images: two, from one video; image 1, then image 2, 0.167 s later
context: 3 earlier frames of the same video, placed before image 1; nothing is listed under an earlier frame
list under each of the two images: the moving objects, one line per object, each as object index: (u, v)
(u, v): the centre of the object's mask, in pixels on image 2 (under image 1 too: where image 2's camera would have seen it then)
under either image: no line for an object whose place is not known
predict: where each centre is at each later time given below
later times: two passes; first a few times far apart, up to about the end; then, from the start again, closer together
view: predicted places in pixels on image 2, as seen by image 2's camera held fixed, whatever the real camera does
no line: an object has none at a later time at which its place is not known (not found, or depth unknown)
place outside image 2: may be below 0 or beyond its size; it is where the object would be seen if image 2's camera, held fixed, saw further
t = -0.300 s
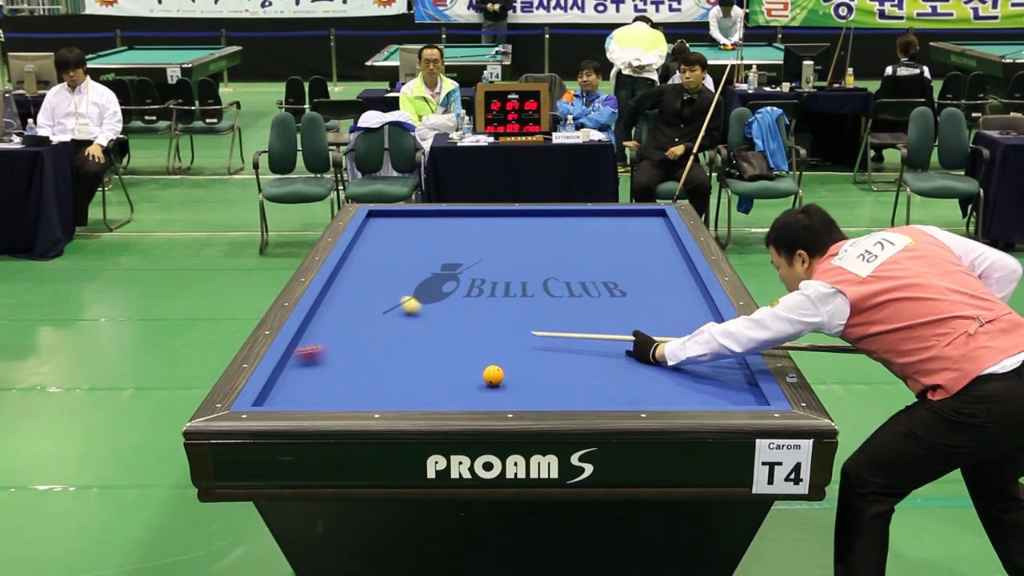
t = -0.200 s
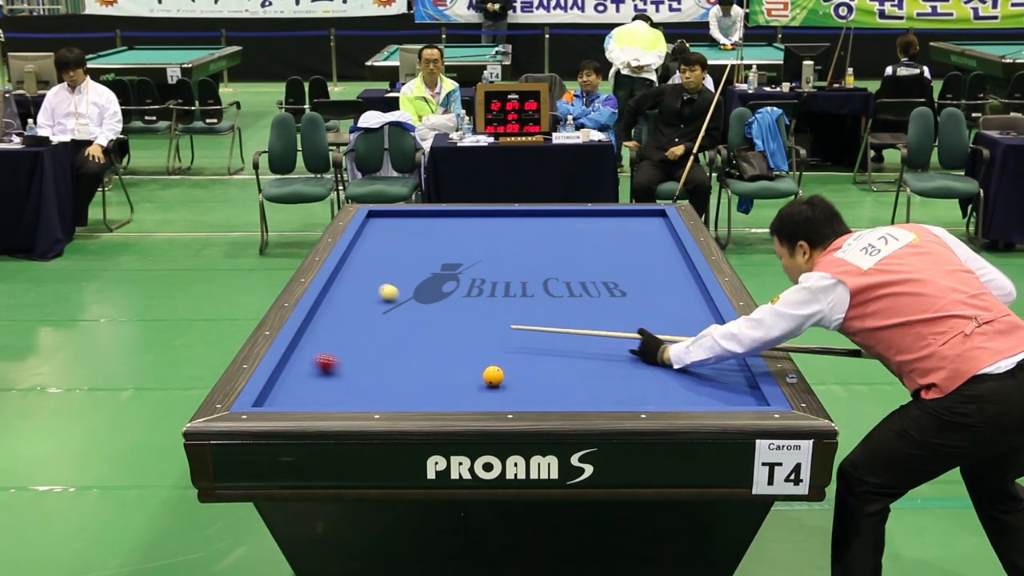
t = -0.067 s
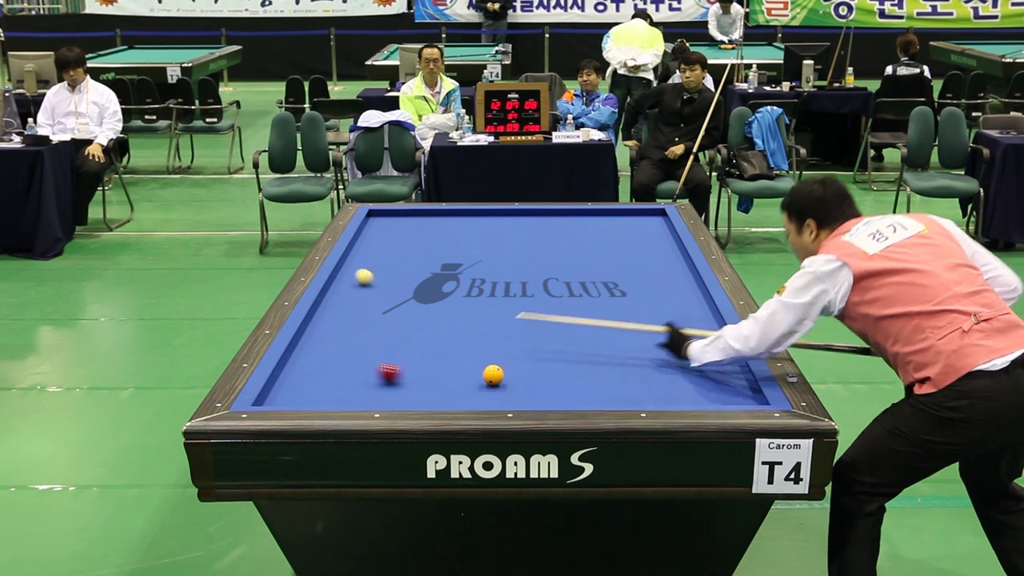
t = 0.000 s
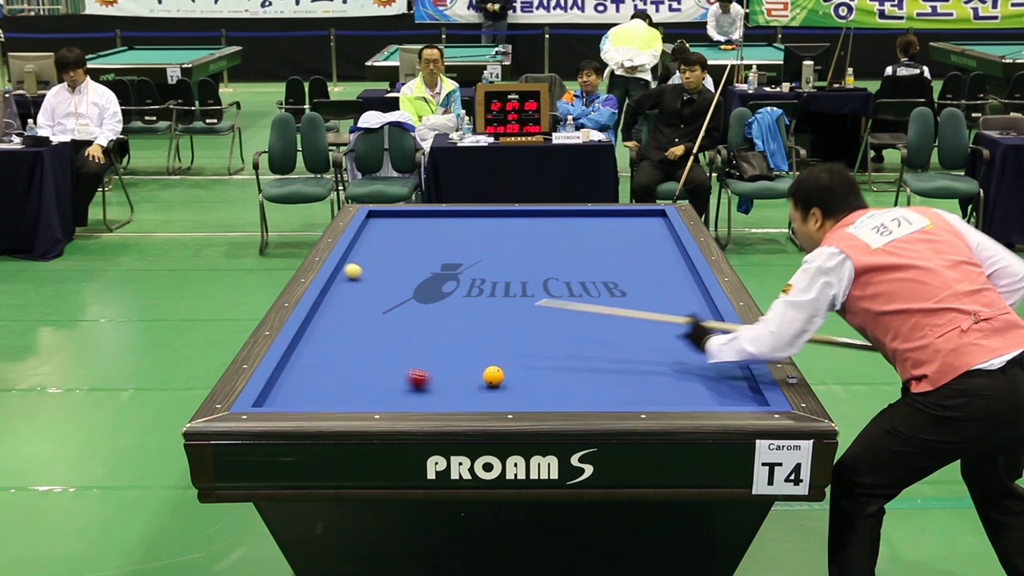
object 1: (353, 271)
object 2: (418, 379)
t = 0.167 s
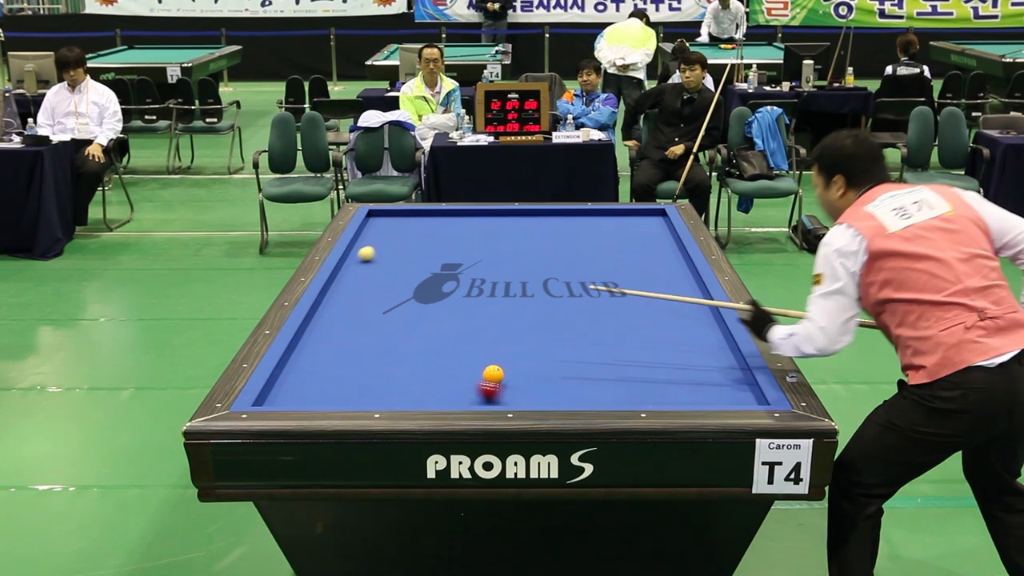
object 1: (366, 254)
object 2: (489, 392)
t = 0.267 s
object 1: (383, 245)
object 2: (533, 397)
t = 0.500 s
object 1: (416, 225)
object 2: (630, 395)
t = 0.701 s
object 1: (441, 212)
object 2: (706, 387)
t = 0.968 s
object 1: (488, 226)
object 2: (700, 373)
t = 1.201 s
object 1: (530, 236)
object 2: (647, 359)
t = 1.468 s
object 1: (581, 249)
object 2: (593, 346)
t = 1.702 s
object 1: (629, 260)
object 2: (549, 334)
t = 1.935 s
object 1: (680, 272)
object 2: (508, 324)
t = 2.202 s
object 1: (668, 287)
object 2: (465, 313)
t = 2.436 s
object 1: (644, 301)
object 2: (429, 304)
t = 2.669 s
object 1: (619, 316)
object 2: (397, 296)
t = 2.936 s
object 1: (588, 335)
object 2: (362, 287)
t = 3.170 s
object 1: (559, 352)
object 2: (336, 280)
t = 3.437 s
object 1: (523, 374)
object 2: (359, 275)
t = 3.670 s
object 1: (489, 394)
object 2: (376, 271)
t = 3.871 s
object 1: (457, 398)
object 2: (391, 267)
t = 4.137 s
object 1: (416, 386)
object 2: (408, 263)
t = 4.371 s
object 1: (383, 375)
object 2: (423, 259)
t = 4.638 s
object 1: (348, 363)
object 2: (440, 255)
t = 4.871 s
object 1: (320, 353)
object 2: (453, 252)
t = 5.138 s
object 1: (305, 343)
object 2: (467, 249)
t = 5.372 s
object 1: (328, 336)
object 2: (479, 246)
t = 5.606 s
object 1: (349, 328)
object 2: (490, 243)
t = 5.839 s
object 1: (369, 322)
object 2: (500, 241)
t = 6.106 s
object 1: (390, 314)
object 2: (511, 238)
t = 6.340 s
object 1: (408, 308)
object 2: (520, 236)
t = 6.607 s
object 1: (426, 302)
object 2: (530, 234)
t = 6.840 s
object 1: (442, 296)
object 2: (538, 232)
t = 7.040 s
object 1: (454, 292)
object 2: (544, 230)
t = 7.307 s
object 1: (470, 287)
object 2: (553, 228)
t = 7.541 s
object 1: (483, 282)
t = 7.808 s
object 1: (497, 278)
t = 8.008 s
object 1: (507, 275)
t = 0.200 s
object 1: (372, 251)
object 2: (504, 393)
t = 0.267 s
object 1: (383, 245)
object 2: (533, 397)
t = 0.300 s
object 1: (388, 242)
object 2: (548, 399)
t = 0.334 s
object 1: (392, 238)
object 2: (563, 400)
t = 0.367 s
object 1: (397, 236)
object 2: (578, 399)
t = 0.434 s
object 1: (406, 230)
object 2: (604, 397)
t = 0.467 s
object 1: (411, 228)
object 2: (617, 396)
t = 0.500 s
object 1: (416, 225)
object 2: (630, 395)
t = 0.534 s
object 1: (420, 222)
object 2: (643, 394)
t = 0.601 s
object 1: (428, 217)
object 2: (668, 391)
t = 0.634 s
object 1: (432, 215)
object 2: (681, 390)
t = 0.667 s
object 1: (436, 212)
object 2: (694, 389)
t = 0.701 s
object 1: (441, 212)
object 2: (706, 387)
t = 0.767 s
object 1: (452, 216)
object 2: (730, 384)
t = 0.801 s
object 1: (458, 218)
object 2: (743, 382)
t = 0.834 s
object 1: (464, 220)
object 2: (742, 381)
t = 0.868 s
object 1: (470, 222)
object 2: (730, 379)
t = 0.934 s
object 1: (482, 225)
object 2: (709, 374)
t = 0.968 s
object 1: (488, 226)
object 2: (700, 373)
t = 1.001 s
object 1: (494, 228)
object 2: (692, 371)
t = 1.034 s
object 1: (500, 229)
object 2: (684, 368)
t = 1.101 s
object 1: (512, 232)
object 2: (669, 365)
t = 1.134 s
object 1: (518, 234)
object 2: (662, 363)
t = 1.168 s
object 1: (524, 235)
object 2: (655, 361)
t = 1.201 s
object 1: (530, 236)
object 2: (647, 359)
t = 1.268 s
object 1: (542, 239)
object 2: (633, 356)
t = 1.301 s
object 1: (549, 241)
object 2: (626, 354)
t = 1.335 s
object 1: (555, 243)
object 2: (619, 353)
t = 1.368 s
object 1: (562, 244)
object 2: (613, 351)
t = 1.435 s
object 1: (574, 247)
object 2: (600, 347)
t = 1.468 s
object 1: (581, 249)
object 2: (593, 346)
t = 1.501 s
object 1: (588, 250)
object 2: (586, 344)
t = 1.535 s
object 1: (595, 252)
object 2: (580, 342)
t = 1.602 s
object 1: (608, 255)
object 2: (567, 339)
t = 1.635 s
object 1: (615, 257)
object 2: (561, 337)
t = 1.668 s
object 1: (622, 258)
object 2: (555, 336)
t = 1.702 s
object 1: (629, 260)
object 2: (549, 334)
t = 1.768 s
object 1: (644, 263)
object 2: (537, 331)
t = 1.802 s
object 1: (651, 265)
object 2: (531, 330)
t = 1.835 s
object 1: (658, 267)
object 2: (525, 328)
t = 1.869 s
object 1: (665, 269)
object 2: (519, 327)
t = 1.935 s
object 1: (680, 272)
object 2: (508, 324)
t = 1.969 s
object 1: (689, 274)
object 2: (502, 323)
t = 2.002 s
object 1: (690, 276)
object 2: (497, 321)
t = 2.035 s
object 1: (685, 278)
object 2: (491, 320)
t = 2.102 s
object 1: (678, 282)
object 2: (480, 317)
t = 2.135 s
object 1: (674, 284)
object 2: (475, 316)
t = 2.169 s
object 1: (671, 285)
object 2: (470, 315)
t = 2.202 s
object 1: (668, 287)
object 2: (465, 313)
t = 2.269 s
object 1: (662, 291)
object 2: (454, 311)
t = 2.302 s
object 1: (658, 293)
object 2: (449, 309)
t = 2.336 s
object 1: (655, 295)
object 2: (444, 308)
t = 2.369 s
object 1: (651, 297)
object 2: (439, 307)
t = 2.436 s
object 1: (644, 301)
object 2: (429, 304)
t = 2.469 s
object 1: (641, 303)
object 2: (425, 303)
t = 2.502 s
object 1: (637, 305)
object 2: (420, 302)
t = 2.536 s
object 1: (634, 307)
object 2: (415, 301)
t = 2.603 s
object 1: (627, 312)
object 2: (406, 298)
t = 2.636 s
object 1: (623, 314)
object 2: (401, 297)
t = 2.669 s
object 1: (619, 316)
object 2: (397, 296)
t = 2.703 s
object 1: (615, 318)
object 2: (392, 295)
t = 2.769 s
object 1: (608, 323)
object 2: (384, 292)
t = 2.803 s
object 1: (604, 325)
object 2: (379, 291)
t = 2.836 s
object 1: (600, 328)
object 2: (375, 290)
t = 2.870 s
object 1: (596, 330)
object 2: (370, 289)
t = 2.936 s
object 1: (588, 335)
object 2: (362, 287)
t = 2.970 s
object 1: (584, 337)
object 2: (358, 286)
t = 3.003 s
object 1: (580, 339)
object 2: (354, 285)
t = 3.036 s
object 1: (576, 342)
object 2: (350, 284)
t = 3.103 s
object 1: (568, 347)
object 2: (341, 282)
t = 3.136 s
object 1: (563, 349)
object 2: (337, 280)
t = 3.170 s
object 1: (559, 352)
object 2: (336, 280)
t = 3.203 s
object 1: (555, 355)
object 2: (339, 279)
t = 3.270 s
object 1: (546, 360)
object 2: (345, 278)
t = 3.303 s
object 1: (541, 362)
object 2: (348, 277)
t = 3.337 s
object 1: (537, 365)
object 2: (351, 277)
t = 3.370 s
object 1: (532, 368)
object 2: (353, 276)
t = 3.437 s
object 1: (523, 374)
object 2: (359, 275)
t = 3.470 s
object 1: (519, 376)
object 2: (361, 274)
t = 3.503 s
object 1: (514, 379)
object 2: (364, 274)
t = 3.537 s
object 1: (509, 382)
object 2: (366, 273)
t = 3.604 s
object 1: (499, 388)
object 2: (371, 272)
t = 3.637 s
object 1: (493, 391)
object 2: (374, 271)
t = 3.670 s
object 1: (489, 394)
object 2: (376, 271)
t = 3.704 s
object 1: (483, 396)
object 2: (379, 270)
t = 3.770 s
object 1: (473, 400)
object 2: (383, 269)
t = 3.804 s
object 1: (467, 401)
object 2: (386, 268)
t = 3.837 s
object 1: (462, 399)
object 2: (388, 268)
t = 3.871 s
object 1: (457, 398)
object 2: (391, 267)
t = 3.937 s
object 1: (446, 396)
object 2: (395, 266)
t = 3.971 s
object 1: (441, 394)
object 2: (397, 266)
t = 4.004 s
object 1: (435, 393)
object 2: (400, 265)
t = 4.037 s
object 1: (431, 391)
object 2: (402, 264)
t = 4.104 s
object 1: (421, 388)
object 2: (406, 264)
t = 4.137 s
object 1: (416, 386)
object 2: (408, 263)
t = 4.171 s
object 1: (411, 384)
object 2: (411, 262)
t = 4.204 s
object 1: (406, 383)
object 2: (413, 262)
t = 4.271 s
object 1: (397, 379)
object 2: (417, 261)
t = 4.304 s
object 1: (392, 378)
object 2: (419, 260)
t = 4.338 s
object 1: (387, 377)
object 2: (421, 260)
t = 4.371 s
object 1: (383, 375)
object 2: (423, 259)
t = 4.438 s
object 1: (374, 372)
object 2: (427, 258)
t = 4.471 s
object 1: (369, 370)
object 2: (429, 258)
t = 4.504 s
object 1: (365, 369)
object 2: (431, 257)
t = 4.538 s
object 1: (361, 367)
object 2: (433, 257)
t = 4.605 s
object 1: (352, 365)
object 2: (438, 256)
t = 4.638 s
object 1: (348, 363)
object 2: (440, 255)
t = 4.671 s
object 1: (344, 362)
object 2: (441, 255)
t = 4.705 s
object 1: (340, 360)
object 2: (443, 254)
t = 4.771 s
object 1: (332, 358)
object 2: (447, 254)
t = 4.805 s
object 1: (328, 356)
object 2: (449, 253)
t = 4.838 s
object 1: (324, 355)
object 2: (451, 253)
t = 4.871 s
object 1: (320, 353)
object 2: (453, 252)
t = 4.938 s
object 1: (312, 351)
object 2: (456, 251)
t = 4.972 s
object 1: (308, 349)
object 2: (458, 251)
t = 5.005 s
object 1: (304, 348)
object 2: (460, 251)
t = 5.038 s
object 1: (301, 347)
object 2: (462, 250)
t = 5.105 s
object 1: (302, 345)
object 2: (465, 249)
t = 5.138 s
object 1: (305, 343)
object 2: (467, 249)
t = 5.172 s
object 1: (309, 342)
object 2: (469, 248)
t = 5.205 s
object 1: (312, 341)
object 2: (470, 248)
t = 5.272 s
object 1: (318, 339)
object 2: (474, 247)
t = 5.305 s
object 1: (322, 338)
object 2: (475, 247)
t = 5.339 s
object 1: (325, 337)
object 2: (477, 246)
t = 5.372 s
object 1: (328, 336)
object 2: (479, 246)
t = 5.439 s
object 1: (334, 333)
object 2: (482, 245)
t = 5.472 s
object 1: (337, 332)
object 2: (483, 245)
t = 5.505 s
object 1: (340, 331)
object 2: (485, 244)
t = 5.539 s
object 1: (343, 330)
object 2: (486, 244)
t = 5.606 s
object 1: (349, 328)
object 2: (490, 243)
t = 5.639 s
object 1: (352, 327)
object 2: (491, 243)
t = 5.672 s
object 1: (355, 326)
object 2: (493, 243)
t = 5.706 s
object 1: (358, 325)
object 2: (494, 242)
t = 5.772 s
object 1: (364, 323)
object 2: (497, 242)
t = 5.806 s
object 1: (366, 322)
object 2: (498, 241)
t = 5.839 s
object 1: (369, 322)
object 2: (500, 241)
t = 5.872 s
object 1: (372, 321)
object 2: (501, 241)
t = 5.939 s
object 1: (377, 319)
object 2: (504, 240)
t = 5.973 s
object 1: (380, 318)
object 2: (506, 239)
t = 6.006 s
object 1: (382, 317)
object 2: (507, 239)
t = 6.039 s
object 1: (385, 316)
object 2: (508, 239)
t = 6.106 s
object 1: (390, 314)
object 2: (511, 238)
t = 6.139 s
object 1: (393, 313)
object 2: (512, 238)
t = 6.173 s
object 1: (395, 312)
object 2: (514, 238)
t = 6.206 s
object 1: (398, 311)
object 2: (515, 237)
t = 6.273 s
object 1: (403, 310)
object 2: (518, 237)
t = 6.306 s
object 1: (405, 309)
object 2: (519, 236)
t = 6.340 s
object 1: (408, 308)
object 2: (520, 236)
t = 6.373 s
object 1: (410, 307)
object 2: (521, 236)
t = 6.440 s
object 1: (415, 306)
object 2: (524, 235)
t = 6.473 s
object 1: (417, 305)
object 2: (525, 235)
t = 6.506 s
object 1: (419, 304)
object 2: (526, 235)
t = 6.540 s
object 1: (422, 303)
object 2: (528, 234)
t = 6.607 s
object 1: (426, 302)
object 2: (530, 234)
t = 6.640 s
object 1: (429, 301)
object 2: (531, 233)
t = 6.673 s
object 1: (431, 300)
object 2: (532, 233)
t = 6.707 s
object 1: (433, 299)
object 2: (534, 233)
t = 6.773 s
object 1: (438, 298)
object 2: (536, 232)
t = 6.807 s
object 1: (440, 297)
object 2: (537, 232)
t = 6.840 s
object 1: (442, 296)
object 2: (538, 232)
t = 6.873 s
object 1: (444, 296)
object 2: (539, 232)
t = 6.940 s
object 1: (448, 294)
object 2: (541, 231)
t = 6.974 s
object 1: (450, 293)
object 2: (542, 231)
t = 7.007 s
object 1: (452, 293)
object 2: (543, 231)
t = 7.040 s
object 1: (454, 292)
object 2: (544, 230)
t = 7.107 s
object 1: (458, 291)
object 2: (547, 230)
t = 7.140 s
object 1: (460, 290)
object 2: (548, 230)
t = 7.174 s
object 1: (462, 290)
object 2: (549, 229)
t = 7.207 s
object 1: (464, 289)
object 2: (549, 229)
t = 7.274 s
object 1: (468, 287)
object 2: (552, 229)
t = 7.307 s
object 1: (470, 287)
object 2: (553, 228)
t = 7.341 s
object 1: (472, 286)
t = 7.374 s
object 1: (473, 286)
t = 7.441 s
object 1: (478, 284)
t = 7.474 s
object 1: (479, 284)
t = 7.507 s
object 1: (481, 283)
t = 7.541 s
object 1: (483, 282)
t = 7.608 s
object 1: (486, 281)
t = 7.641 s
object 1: (488, 281)
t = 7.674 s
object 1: (489, 280)
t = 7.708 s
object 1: (491, 280)
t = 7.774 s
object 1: (495, 278)
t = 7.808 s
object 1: (497, 278)
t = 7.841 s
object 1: (498, 277)
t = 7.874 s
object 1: (500, 277)
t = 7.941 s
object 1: (503, 276)
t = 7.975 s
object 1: (505, 275)
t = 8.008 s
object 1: (507, 275)
